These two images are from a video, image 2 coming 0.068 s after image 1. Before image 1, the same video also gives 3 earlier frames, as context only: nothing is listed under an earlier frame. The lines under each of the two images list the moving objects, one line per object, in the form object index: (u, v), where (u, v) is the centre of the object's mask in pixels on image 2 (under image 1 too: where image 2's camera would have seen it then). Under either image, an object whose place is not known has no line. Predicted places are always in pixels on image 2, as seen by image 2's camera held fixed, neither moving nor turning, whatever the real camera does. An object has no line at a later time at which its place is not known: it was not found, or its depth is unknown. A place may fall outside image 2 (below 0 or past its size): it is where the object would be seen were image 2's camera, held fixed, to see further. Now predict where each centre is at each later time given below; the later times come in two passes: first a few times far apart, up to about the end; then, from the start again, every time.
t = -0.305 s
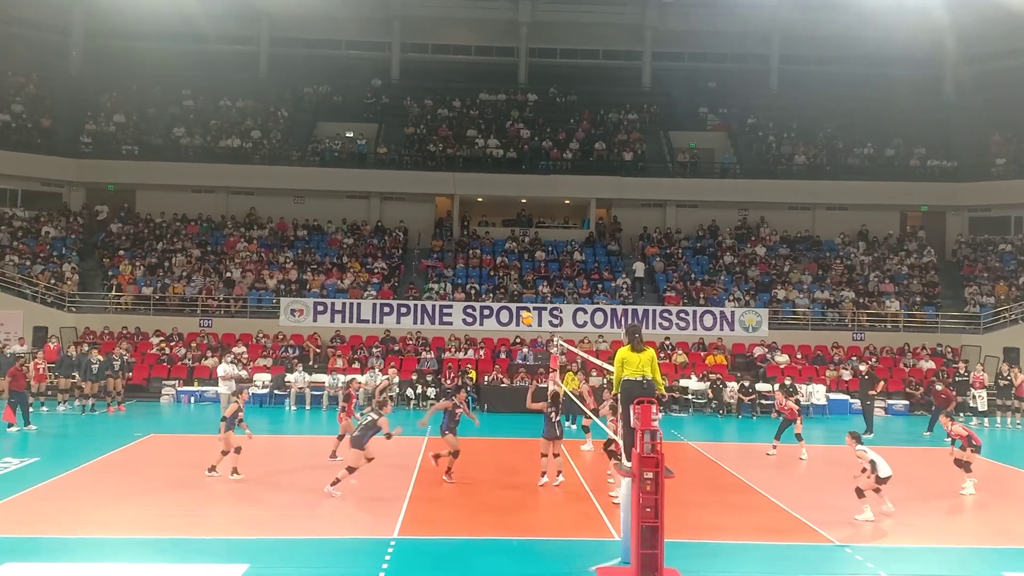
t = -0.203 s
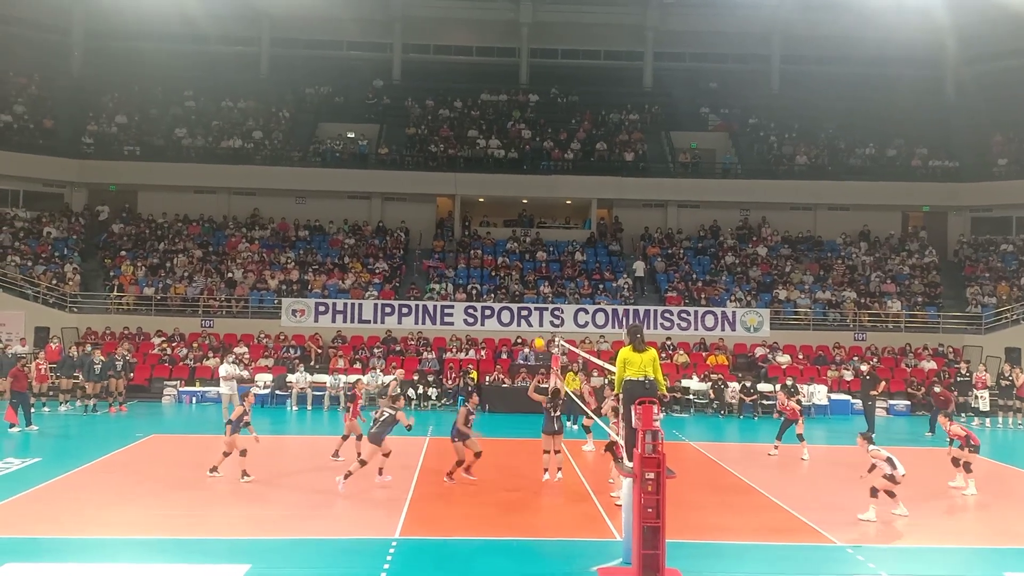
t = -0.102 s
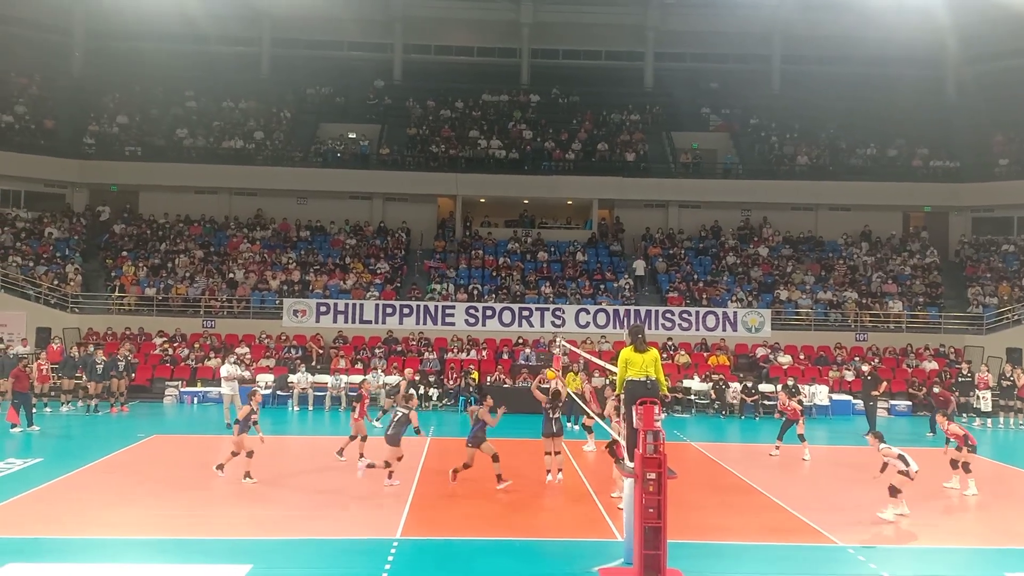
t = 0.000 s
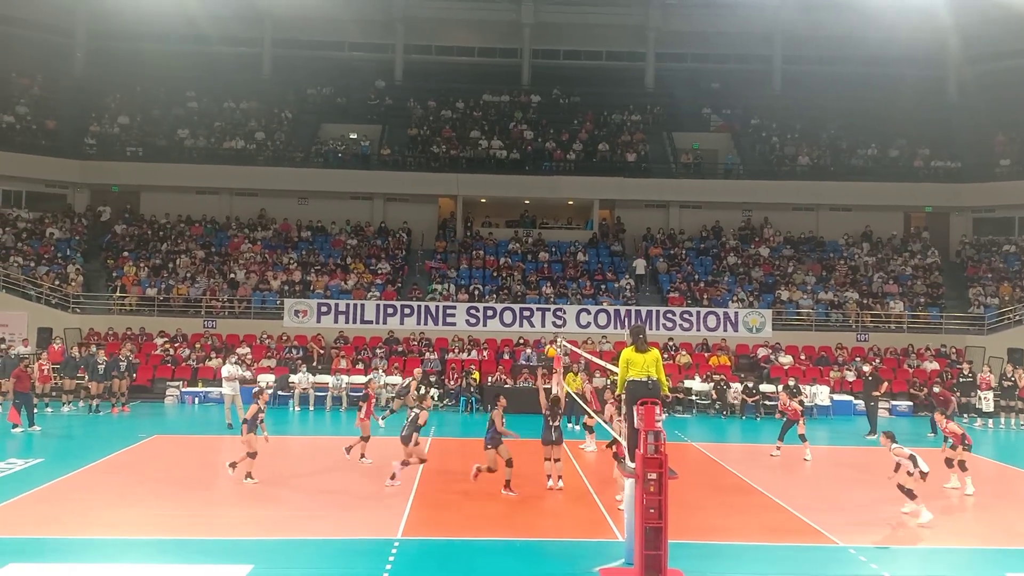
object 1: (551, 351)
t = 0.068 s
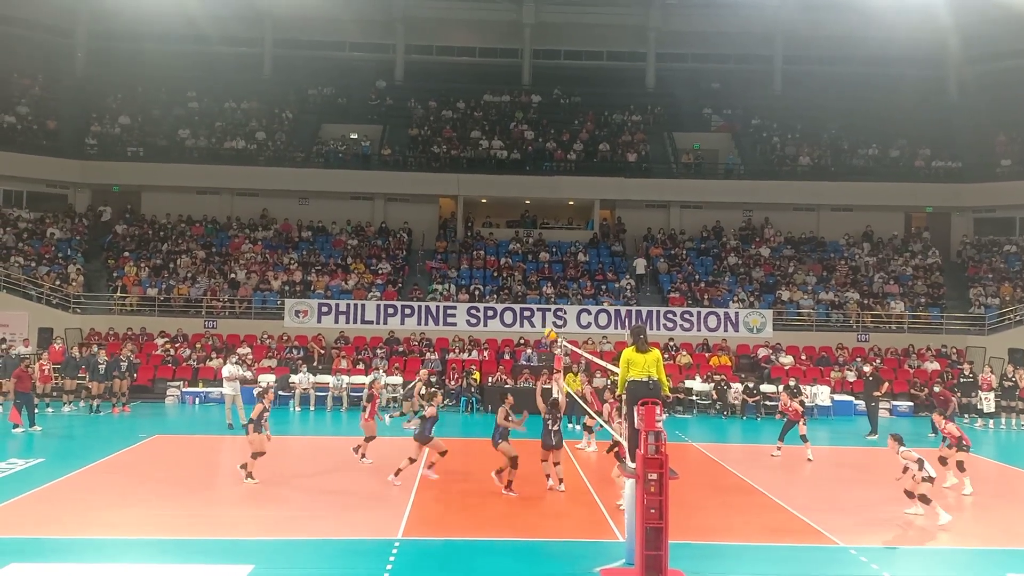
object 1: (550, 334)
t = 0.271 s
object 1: (548, 298)
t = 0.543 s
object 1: (543, 286)
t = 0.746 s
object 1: (539, 303)
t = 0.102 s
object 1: (550, 326)
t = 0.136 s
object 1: (550, 318)
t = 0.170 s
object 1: (549, 313)
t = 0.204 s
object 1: (549, 307)
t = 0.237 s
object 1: (548, 302)
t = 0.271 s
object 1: (548, 298)
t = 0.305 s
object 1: (547, 294)
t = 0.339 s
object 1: (546, 291)
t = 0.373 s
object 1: (546, 289)
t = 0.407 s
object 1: (545, 287)
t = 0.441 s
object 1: (545, 286)
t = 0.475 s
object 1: (544, 286)
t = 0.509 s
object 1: (544, 286)
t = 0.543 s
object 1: (543, 286)
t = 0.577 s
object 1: (543, 287)
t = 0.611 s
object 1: (542, 290)
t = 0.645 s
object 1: (541, 292)
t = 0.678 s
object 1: (541, 295)
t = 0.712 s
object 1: (540, 298)
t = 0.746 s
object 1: (539, 303)
